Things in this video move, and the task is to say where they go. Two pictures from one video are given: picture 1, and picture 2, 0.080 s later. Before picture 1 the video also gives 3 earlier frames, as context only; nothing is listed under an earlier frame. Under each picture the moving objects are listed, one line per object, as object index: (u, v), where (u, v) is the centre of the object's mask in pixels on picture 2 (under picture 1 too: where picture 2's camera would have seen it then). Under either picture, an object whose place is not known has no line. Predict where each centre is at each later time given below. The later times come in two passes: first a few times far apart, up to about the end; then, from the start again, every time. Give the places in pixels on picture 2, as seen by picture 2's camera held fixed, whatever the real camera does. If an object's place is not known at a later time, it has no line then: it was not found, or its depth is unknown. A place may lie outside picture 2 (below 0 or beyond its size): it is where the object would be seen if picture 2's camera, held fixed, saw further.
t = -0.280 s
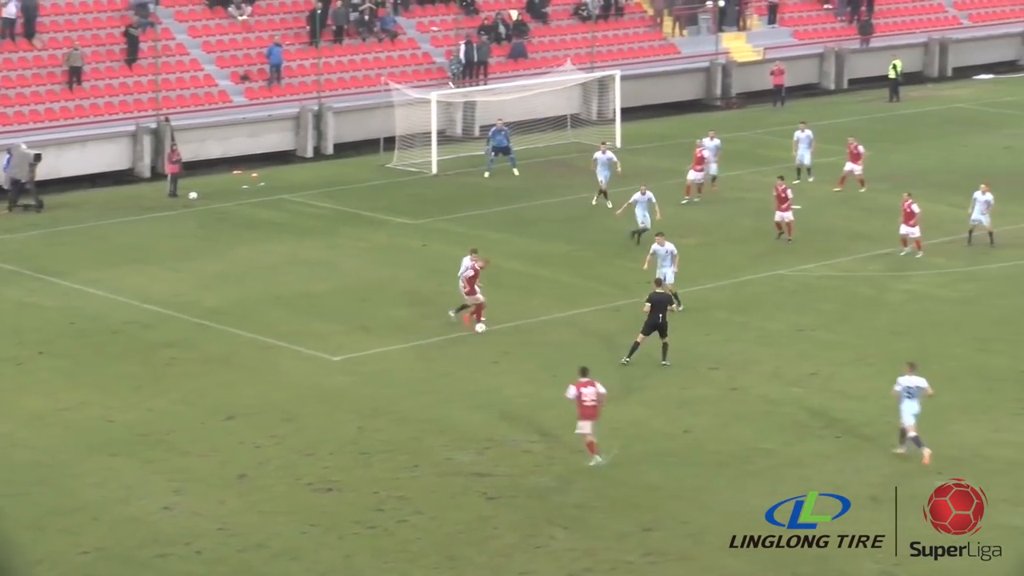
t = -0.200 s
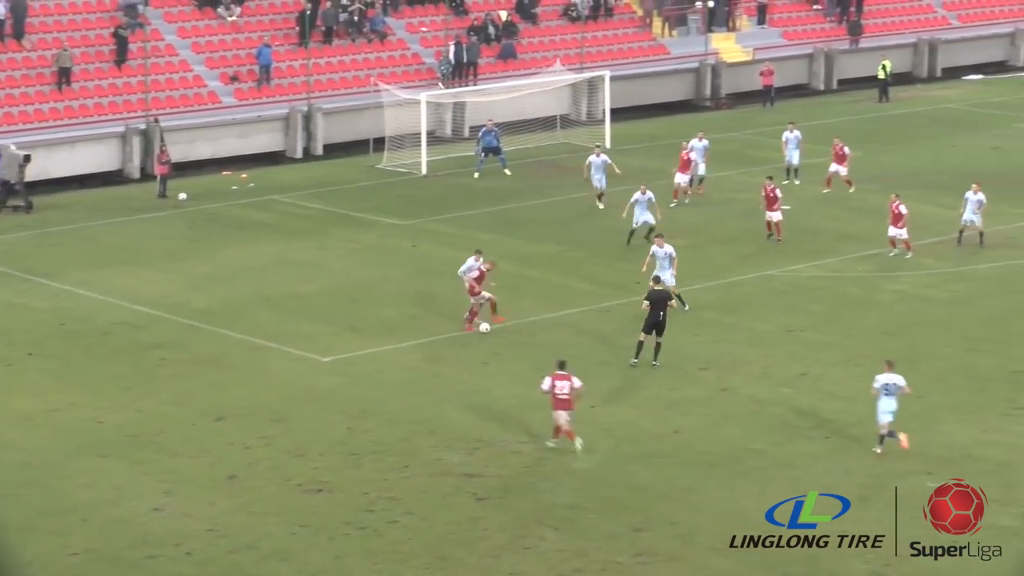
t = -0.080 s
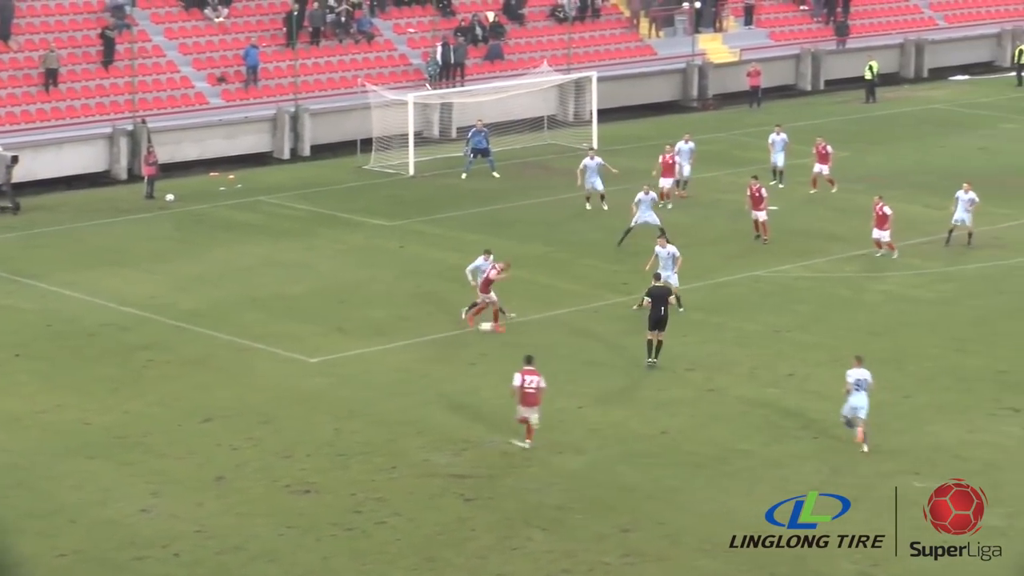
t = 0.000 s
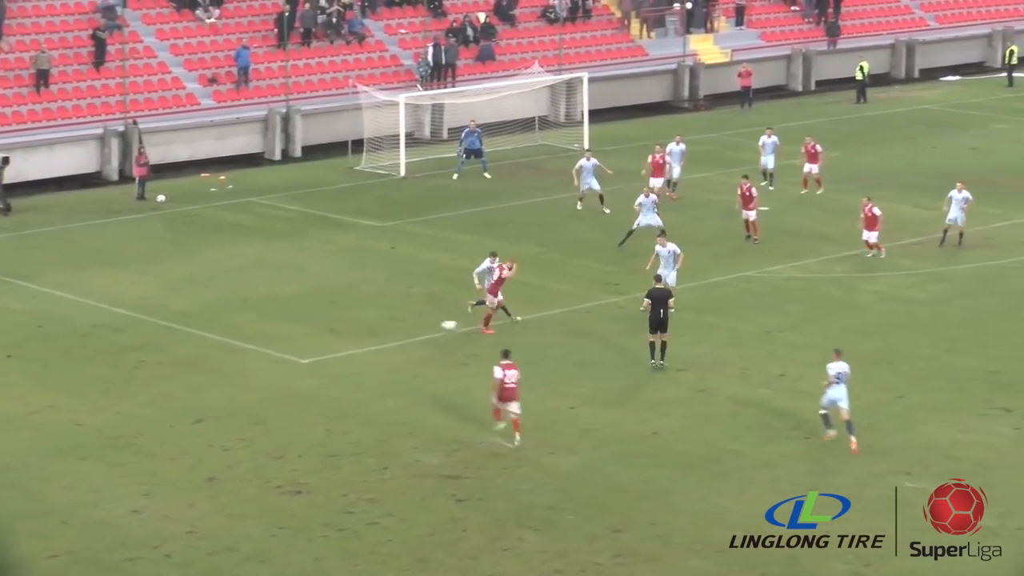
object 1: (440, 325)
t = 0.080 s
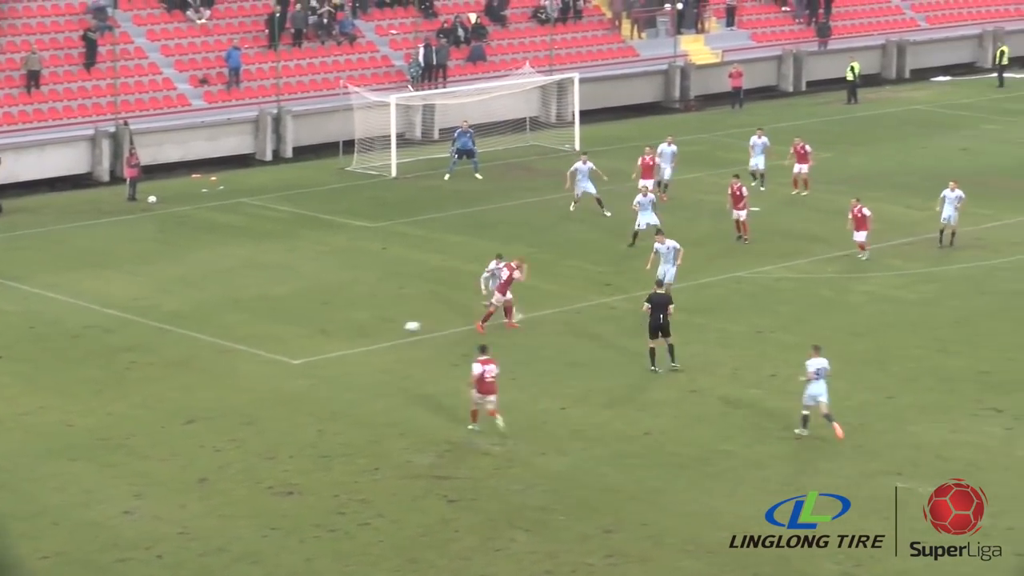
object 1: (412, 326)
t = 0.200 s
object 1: (371, 329)
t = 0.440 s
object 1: (304, 329)
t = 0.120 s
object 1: (398, 327)
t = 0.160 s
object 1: (384, 329)
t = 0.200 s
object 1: (371, 329)
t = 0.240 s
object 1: (359, 329)
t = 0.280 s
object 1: (346, 329)
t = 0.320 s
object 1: (335, 329)
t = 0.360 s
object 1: (324, 329)
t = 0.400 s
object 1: (313, 329)
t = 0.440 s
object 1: (304, 329)
